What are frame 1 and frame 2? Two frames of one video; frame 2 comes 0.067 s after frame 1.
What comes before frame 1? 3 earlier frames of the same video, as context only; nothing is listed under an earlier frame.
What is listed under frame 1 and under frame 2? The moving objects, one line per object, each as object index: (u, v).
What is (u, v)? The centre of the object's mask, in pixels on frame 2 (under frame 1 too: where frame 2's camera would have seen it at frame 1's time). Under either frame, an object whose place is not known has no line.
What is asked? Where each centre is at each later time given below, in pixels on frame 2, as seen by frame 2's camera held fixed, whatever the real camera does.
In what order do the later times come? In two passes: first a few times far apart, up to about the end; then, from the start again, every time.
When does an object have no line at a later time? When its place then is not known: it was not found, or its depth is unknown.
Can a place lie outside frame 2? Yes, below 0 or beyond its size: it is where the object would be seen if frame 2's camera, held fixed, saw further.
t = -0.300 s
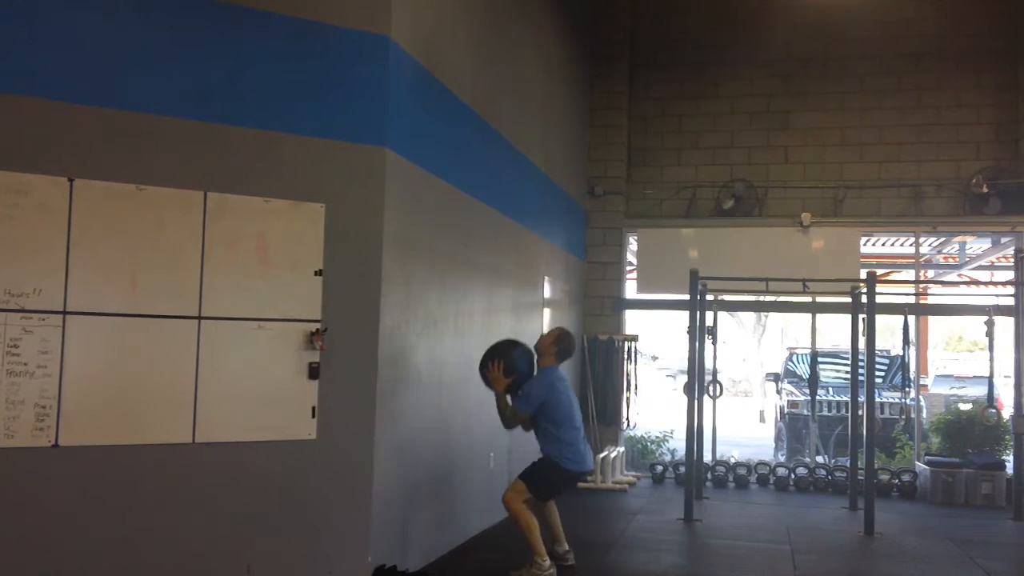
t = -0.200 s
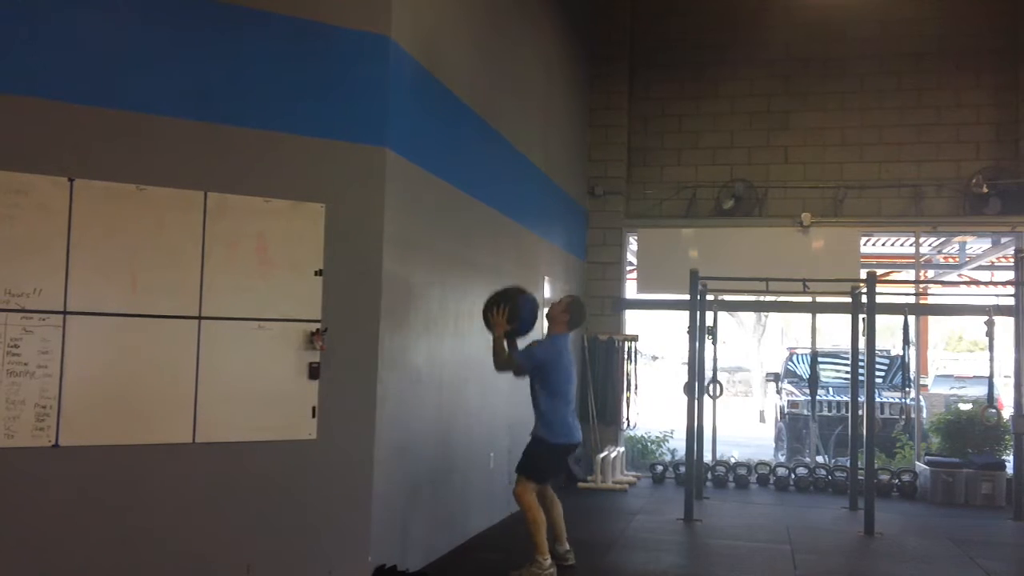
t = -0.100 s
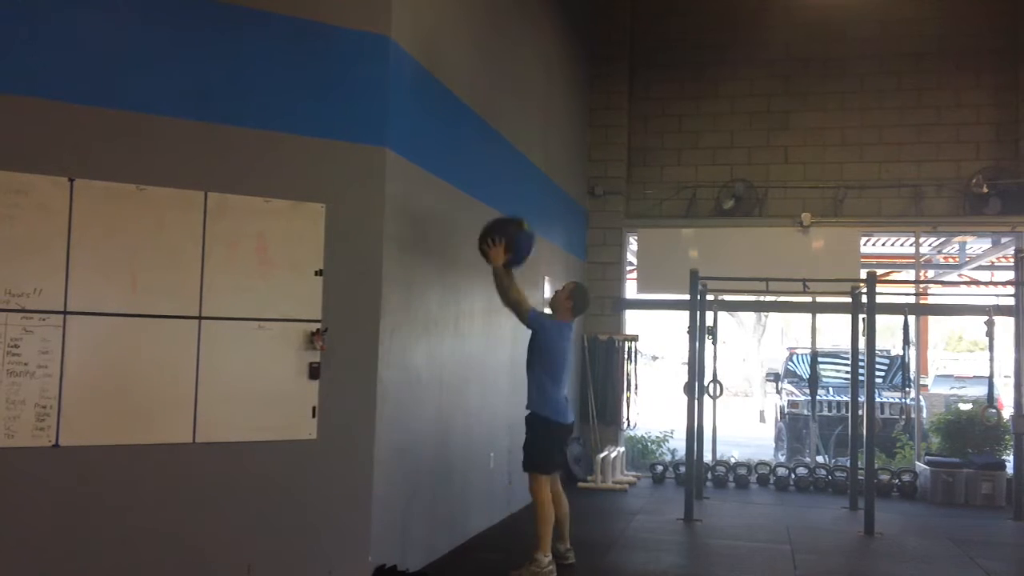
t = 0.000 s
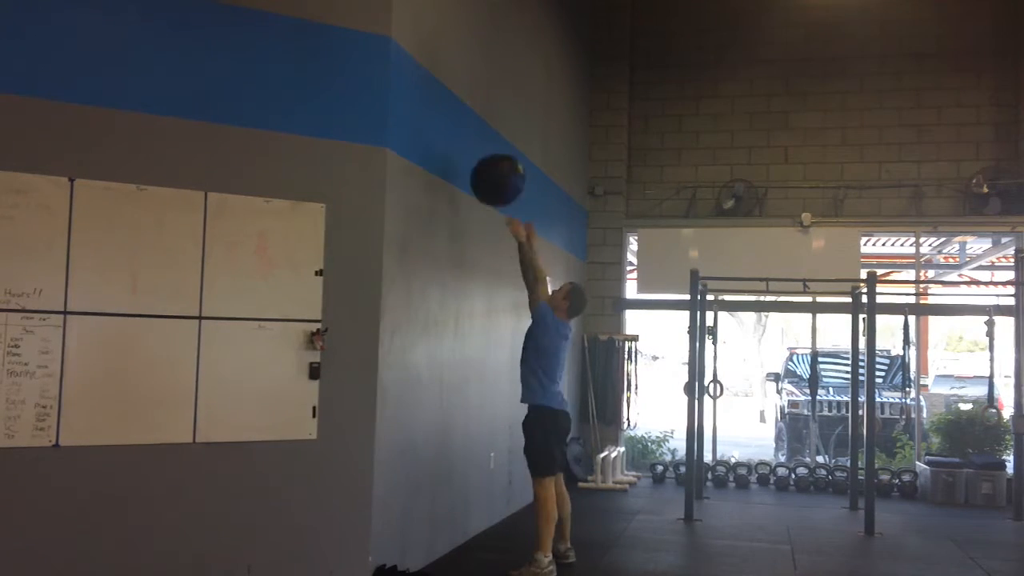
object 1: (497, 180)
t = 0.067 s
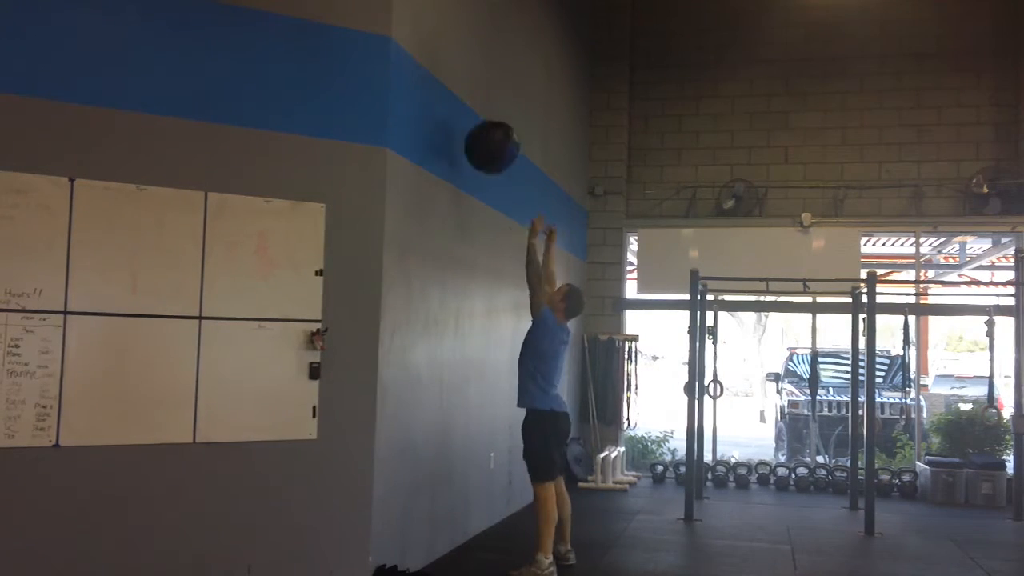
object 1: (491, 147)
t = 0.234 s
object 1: (475, 92)
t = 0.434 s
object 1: (487, 88)
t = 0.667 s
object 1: (500, 160)
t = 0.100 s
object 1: (488, 132)
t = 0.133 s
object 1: (486, 120)
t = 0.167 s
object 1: (482, 109)
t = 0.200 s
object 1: (478, 100)
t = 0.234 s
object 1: (475, 92)
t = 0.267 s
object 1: (475, 87)
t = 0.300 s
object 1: (476, 84)
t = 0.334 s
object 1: (479, 83)
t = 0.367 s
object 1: (482, 83)
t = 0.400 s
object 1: (484, 85)
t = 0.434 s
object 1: (487, 88)
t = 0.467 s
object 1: (489, 93)
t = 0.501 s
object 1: (491, 100)
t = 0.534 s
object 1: (493, 109)
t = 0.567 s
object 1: (495, 119)
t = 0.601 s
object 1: (496, 131)
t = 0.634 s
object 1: (498, 145)
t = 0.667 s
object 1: (500, 160)
